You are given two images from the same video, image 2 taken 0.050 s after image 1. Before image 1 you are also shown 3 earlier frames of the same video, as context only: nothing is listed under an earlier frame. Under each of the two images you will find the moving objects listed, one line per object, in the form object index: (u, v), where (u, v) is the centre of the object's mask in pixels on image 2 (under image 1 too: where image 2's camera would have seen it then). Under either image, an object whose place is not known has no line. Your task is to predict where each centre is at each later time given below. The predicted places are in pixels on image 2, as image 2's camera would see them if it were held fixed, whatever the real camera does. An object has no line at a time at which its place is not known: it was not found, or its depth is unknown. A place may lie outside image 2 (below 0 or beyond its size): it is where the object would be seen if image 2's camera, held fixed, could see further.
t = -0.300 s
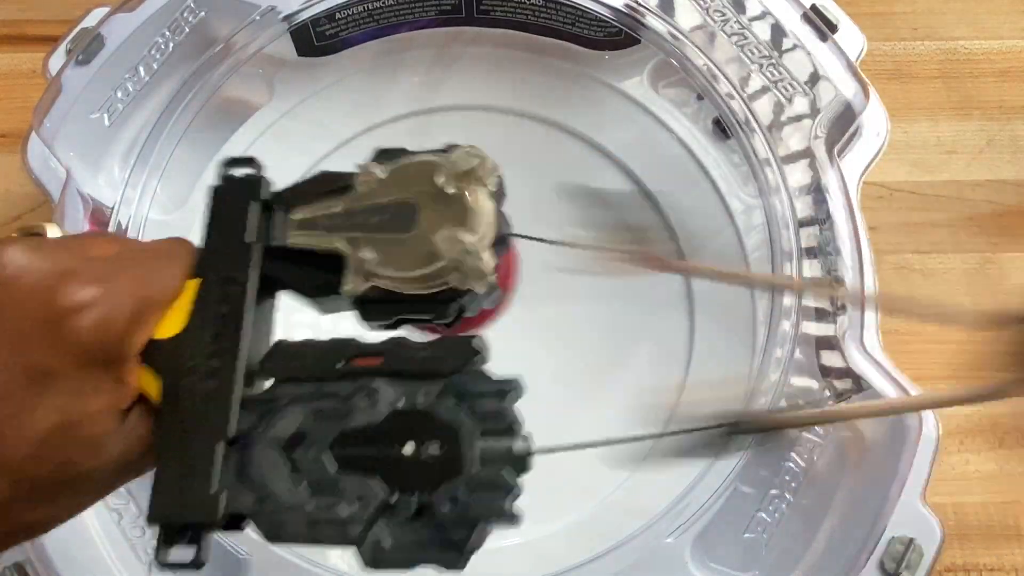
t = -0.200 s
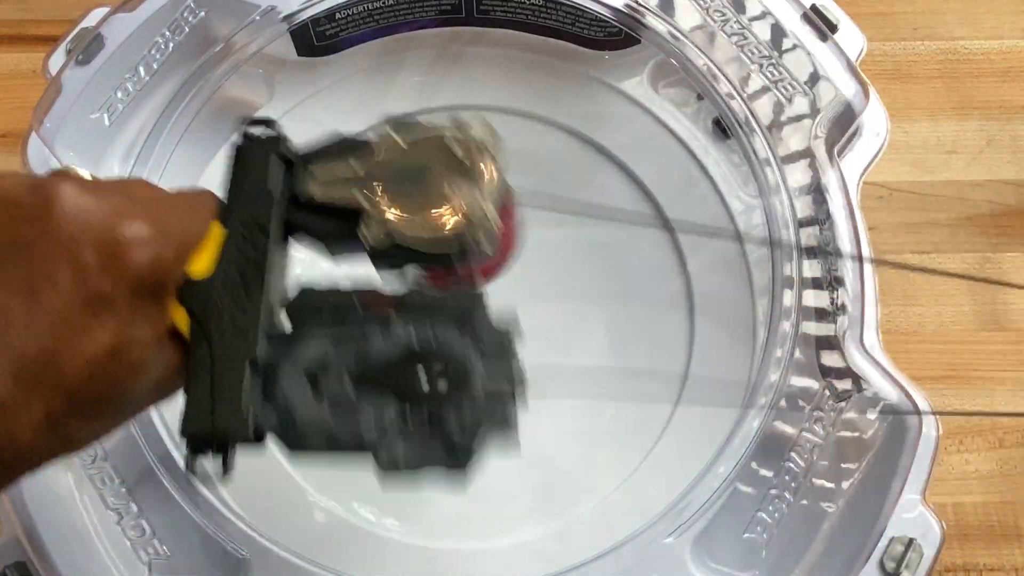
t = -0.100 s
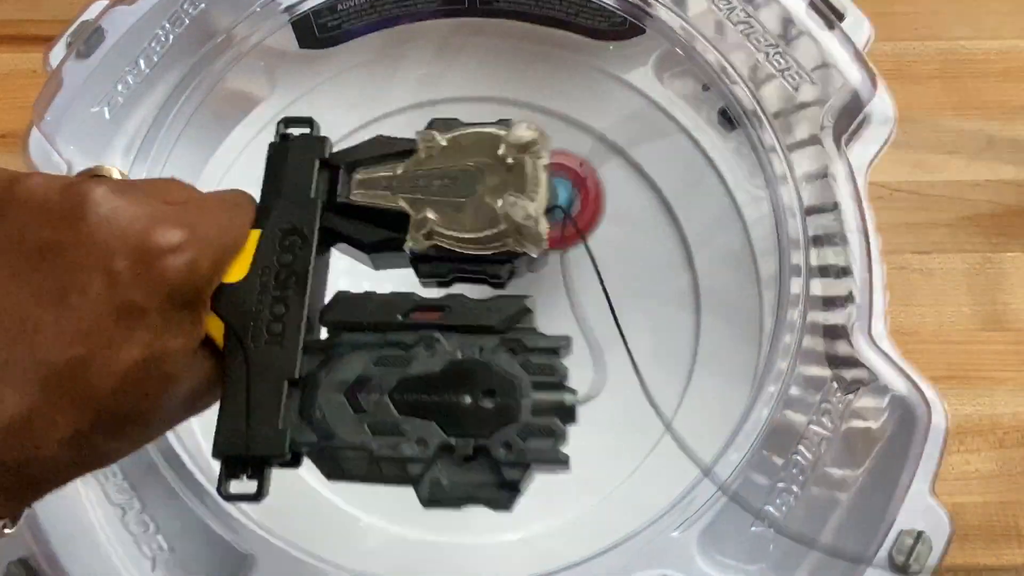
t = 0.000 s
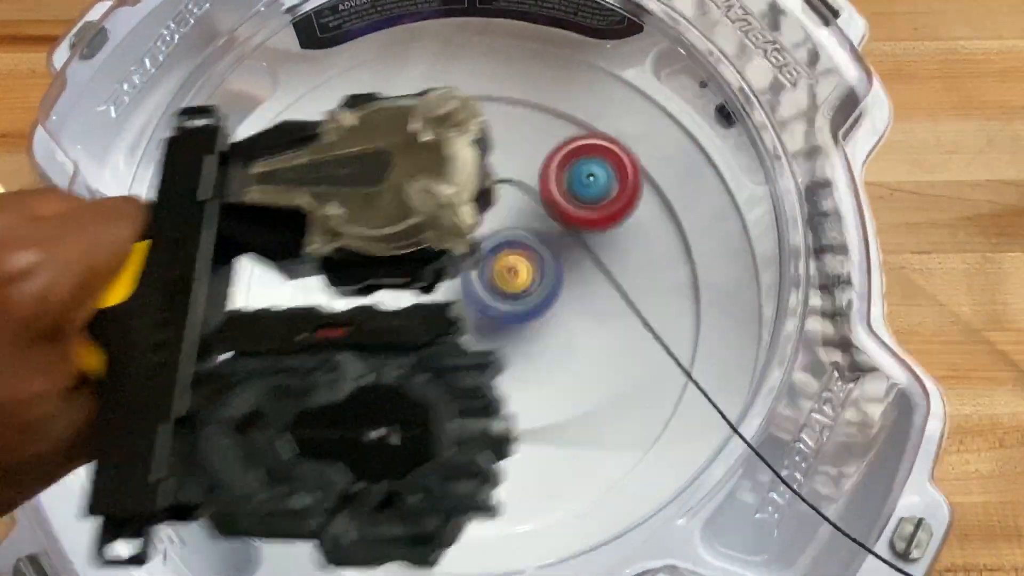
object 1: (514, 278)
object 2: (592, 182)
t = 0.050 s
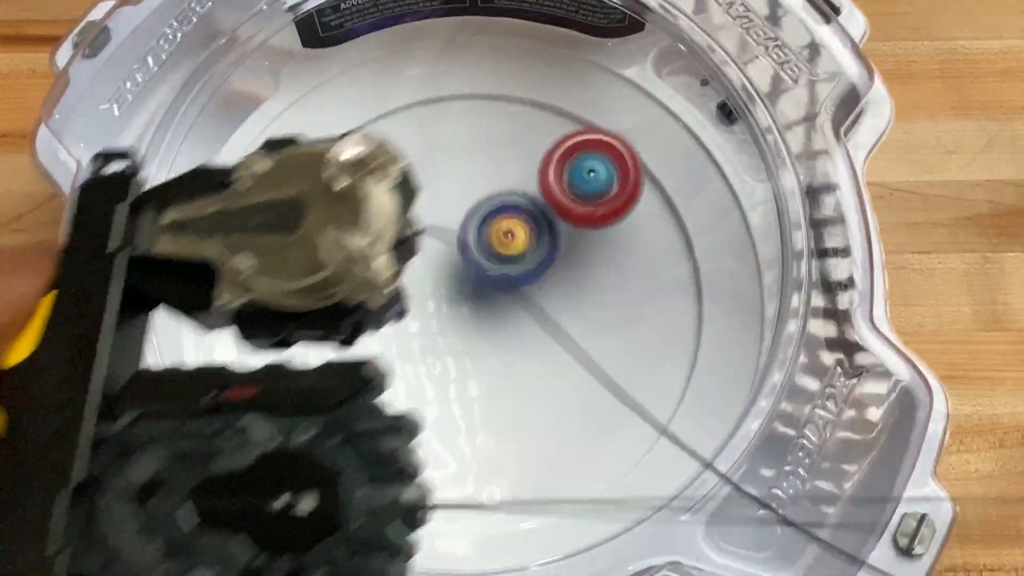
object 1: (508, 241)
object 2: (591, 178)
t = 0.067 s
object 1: (497, 234)
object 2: (600, 172)
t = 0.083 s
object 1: (480, 229)
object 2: (610, 168)
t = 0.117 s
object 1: (452, 221)
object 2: (628, 165)
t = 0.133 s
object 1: (436, 218)
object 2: (636, 166)
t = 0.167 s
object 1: (406, 218)
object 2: (644, 166)
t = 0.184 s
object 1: (391, 220)
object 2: (645, 167)
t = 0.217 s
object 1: (364, 224)
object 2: (645, 174)
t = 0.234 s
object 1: (350, 231)
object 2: (641, 178)
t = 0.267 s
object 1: (327, 243)
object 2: (631, 189)
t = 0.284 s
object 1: (317, 252)
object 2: (623, 194)
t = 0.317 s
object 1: (299, 273)
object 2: (604, 209)
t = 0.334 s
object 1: (293, 287)
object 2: (593, 216)
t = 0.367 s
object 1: (286, 312)
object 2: (567, 233)
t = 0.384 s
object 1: (285, 325)
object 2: (553, 240)
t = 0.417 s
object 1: (287, 356)
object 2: (523, 256)
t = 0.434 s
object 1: (291, 372)
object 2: (507, 263)
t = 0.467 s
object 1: (306, 405)
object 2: (477, 278)
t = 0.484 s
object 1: (316, 420)
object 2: (463, 285)
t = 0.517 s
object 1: (344, 453)
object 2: (436, 302)
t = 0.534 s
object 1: (359, 465)
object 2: (423, 310)
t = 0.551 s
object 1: (377, 477)
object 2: (412, 320)
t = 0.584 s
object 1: (422, 498)
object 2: (391, 337)
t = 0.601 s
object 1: (443, 505)
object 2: (381, 345)
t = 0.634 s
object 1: (494, 511)
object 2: (366, 361)
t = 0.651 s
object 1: (520, 509)
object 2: (360, 368)
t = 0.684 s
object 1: (567, 495)
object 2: (353, 382)
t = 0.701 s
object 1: (591, 485)
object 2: (351, 389)
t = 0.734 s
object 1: (629, 450)
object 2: (352, 399)
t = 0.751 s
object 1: (645, 432)
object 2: (355, 403)
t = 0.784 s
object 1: (676, 387)
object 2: (363, 409)
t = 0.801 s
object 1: (687, 362)
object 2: (370, 411)
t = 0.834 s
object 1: (701, 312)
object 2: (387, 410)
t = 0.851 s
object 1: (701, 286)
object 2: (396, 411)
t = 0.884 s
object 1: (689, 236)
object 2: (418, 407)
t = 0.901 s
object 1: (681, 210)
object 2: (430, 405)
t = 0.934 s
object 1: (655, 165)
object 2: (455, 396)
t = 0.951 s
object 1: (636, 145)
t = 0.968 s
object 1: (613, 127)
